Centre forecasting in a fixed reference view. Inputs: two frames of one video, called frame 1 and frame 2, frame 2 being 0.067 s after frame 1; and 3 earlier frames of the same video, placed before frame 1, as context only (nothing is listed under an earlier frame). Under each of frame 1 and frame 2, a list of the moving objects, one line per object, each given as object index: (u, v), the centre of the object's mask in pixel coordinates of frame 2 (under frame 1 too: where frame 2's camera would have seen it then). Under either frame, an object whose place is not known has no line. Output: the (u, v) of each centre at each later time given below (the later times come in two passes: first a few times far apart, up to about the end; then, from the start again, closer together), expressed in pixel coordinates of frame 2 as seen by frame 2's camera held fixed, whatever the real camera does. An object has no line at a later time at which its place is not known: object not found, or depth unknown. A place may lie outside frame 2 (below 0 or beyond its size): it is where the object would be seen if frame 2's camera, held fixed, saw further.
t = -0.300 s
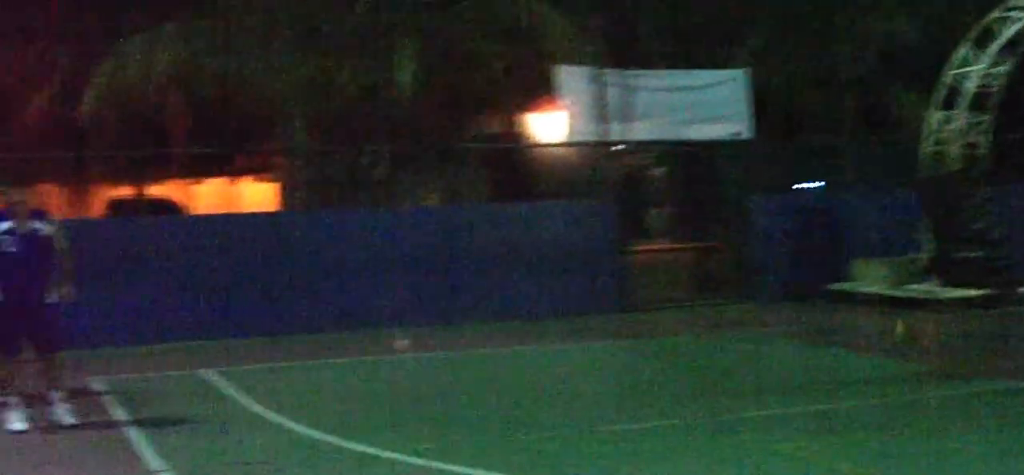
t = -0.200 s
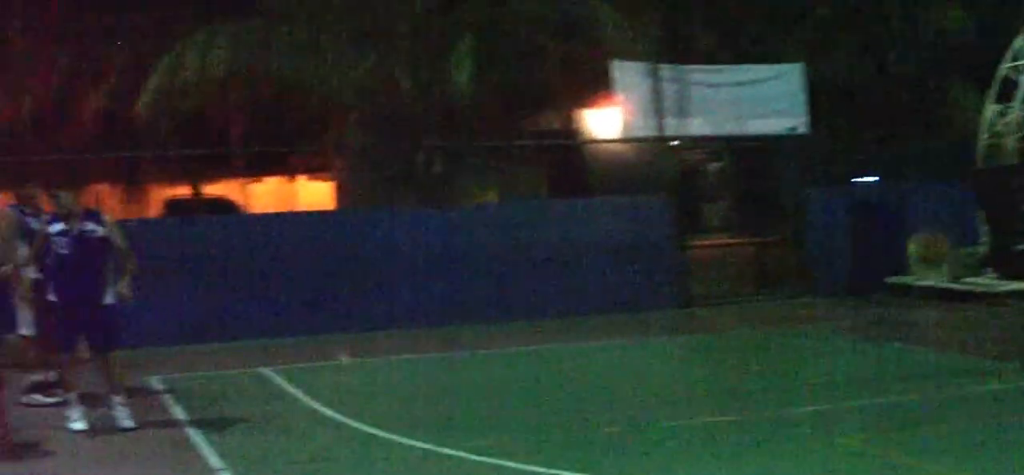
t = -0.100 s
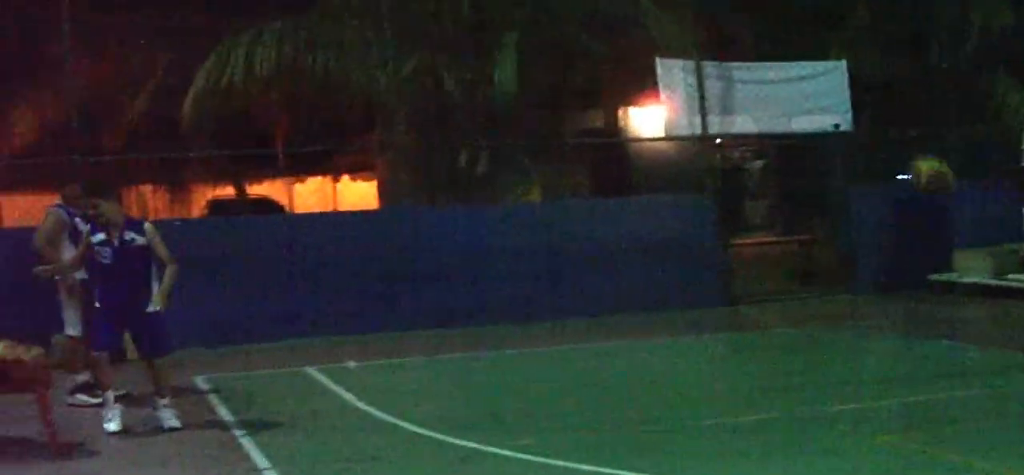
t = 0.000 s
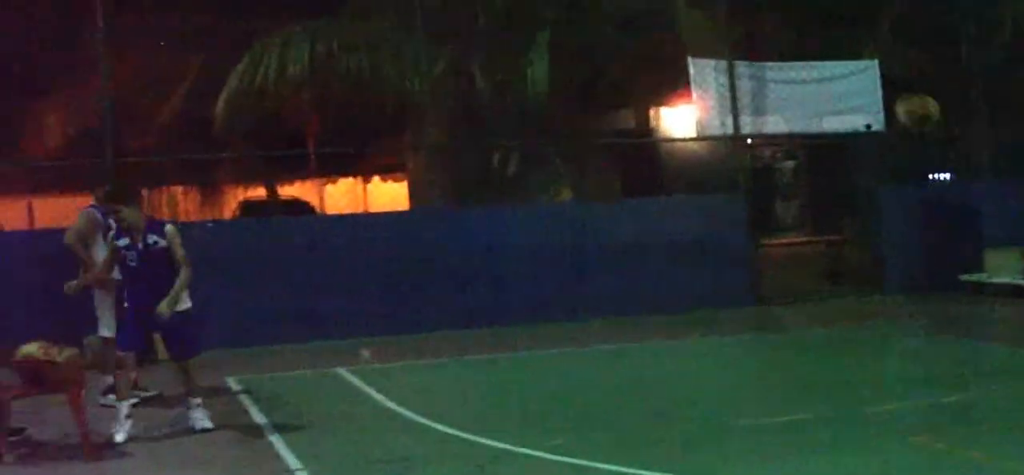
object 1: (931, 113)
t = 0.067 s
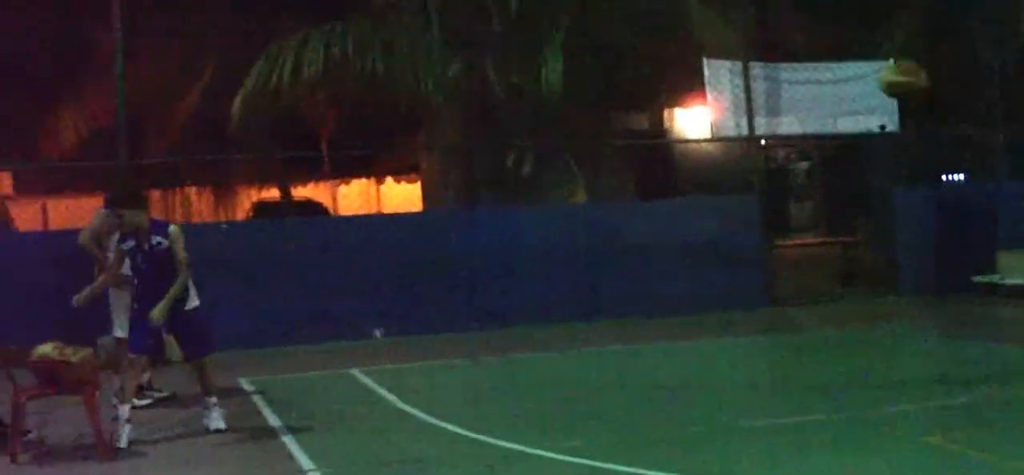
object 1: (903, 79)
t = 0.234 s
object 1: (831, 16)
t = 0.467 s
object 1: (719, 3)
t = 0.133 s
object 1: (876, 51)
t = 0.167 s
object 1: (862, 39)
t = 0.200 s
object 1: (844, 25)
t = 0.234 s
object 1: (831, 16)
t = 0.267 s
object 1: (815, 13)
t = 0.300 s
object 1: (800, 7)
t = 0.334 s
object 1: (785, 4)
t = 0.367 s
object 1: (768, 5)
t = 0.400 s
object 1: (754, 6)
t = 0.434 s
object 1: (740, 4)
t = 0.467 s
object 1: (719, 3)
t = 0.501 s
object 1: (701, 10)
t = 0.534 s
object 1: (686, 21)
